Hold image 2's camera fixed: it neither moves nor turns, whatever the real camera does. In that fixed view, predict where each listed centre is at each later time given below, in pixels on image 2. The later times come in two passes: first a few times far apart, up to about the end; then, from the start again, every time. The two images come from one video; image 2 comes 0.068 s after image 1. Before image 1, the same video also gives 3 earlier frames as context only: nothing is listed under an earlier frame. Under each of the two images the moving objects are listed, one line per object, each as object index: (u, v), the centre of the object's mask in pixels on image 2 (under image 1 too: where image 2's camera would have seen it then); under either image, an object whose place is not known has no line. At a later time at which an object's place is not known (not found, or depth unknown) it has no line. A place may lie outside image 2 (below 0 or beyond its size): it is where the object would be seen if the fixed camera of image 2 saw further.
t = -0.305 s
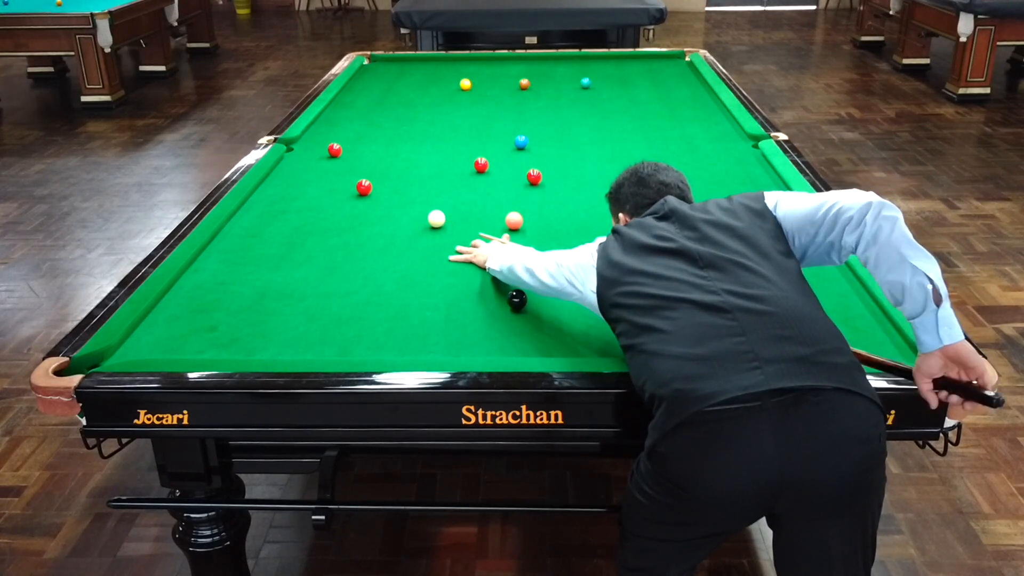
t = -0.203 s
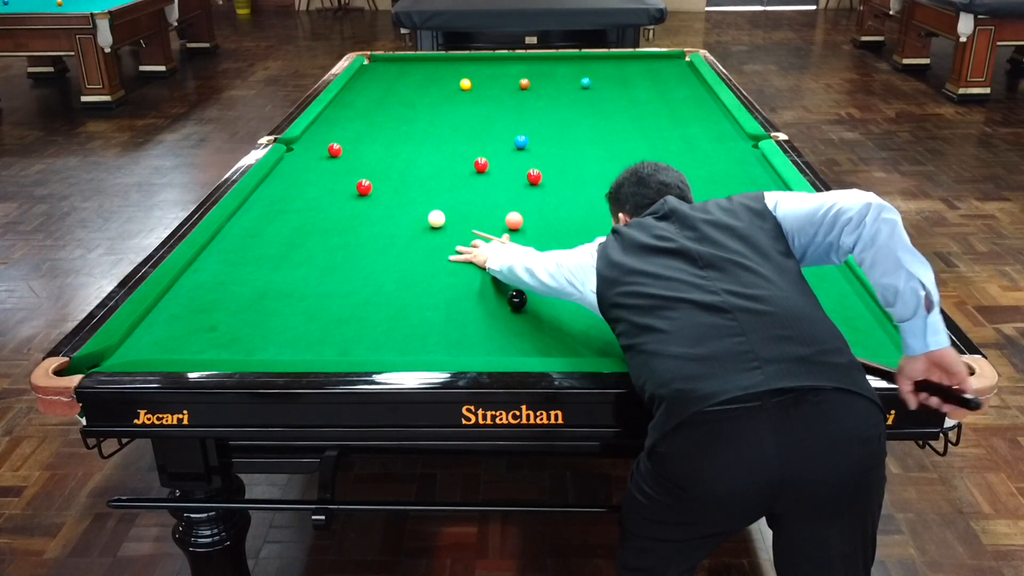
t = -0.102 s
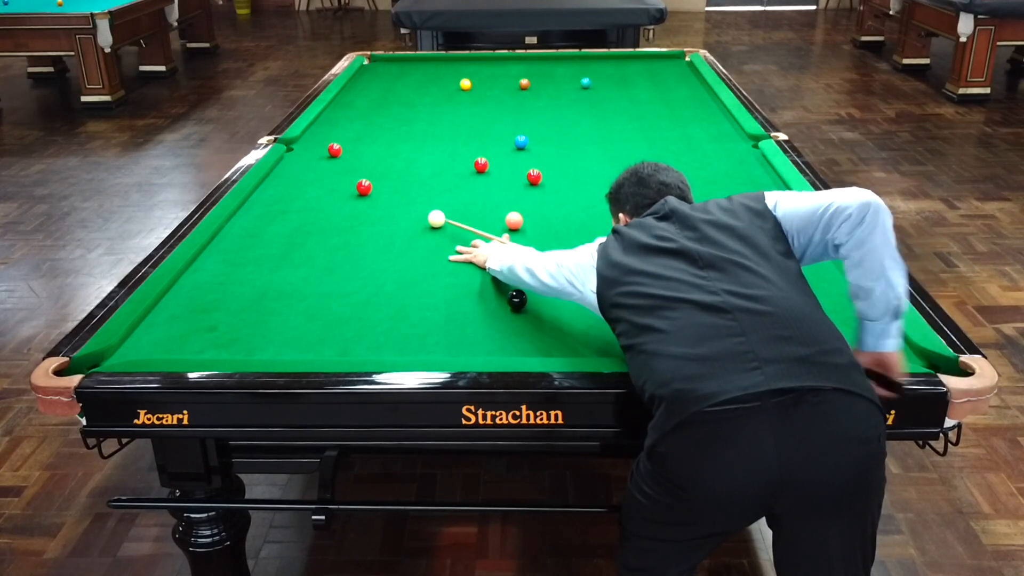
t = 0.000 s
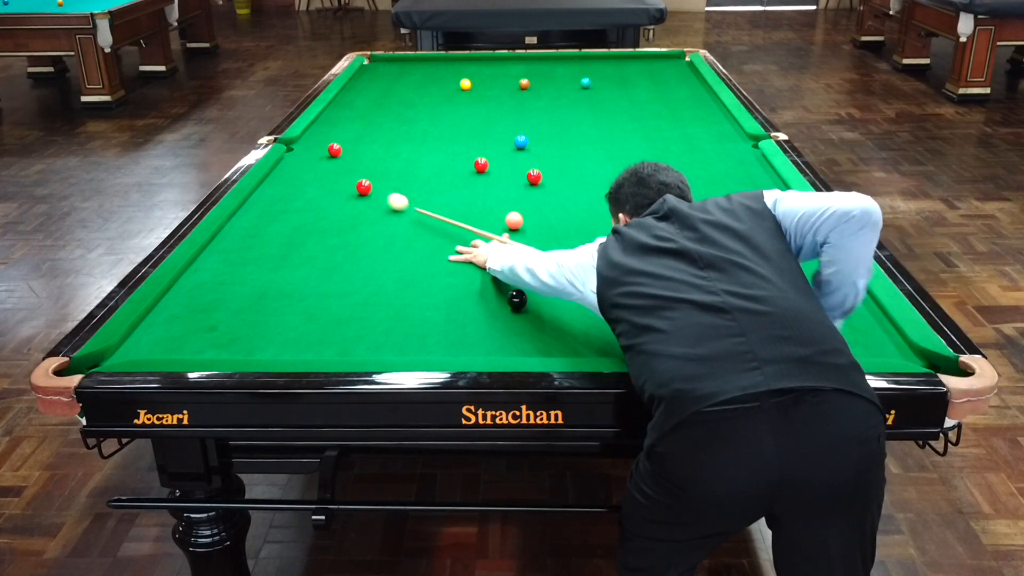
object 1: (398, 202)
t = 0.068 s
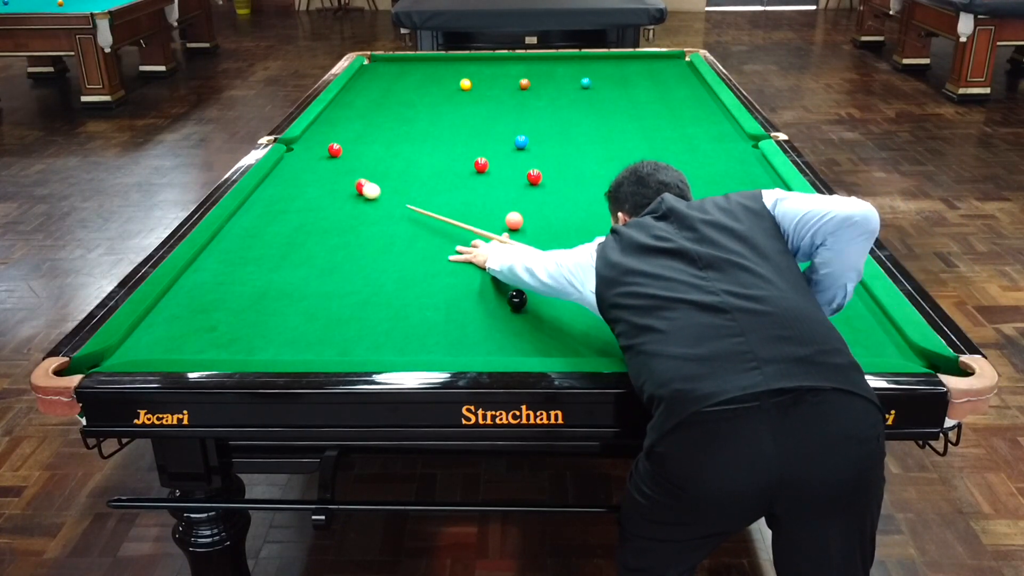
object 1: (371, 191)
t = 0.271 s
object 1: (349, 189)
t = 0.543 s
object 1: (311, 181)
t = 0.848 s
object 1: (274, 173)
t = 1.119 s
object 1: (300, 168)
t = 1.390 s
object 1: (322, 163)
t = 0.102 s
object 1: (368, 191)
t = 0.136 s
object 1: (365, 191)
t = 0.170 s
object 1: (361, 191)
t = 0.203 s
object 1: (357, 191)
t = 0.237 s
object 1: (354, 190)
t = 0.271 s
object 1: (349, 189)
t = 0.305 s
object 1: (345, 189)
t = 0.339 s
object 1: (340, 187)
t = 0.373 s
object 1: (335, 186)
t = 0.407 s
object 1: (330, 185)
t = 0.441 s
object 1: (325, 184)
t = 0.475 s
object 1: (320, 183)
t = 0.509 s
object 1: (316, 182)
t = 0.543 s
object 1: (311, 181)
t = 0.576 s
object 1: (307, 180)
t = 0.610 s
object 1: (302, 179)
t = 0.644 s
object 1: (298, 178)
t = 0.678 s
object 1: (294, 177)
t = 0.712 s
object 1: (289, 176)
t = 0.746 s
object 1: (285, 175)
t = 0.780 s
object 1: (281, 174)
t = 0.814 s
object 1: (277, 174)
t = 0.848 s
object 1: (274, 173)
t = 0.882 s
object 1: (278, 172)
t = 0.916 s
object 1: (282, 171)
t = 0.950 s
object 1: (285, 171)
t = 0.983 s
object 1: (288, 170)
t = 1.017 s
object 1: (291, 170)
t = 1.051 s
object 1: (294, 169)
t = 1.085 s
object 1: (297, 169)
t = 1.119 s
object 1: (300, 168)
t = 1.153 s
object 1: (303, 167)
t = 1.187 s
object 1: (306, 167)
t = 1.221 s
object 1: (309, 166)
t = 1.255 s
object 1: (312, 166)
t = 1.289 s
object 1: (314, 165)
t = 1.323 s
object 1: (317, 165)
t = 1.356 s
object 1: (320, 164)
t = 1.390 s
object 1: (322, 163)
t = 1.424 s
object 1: (325, 163)
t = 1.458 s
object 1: (327, 163)
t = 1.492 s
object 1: (330, 162)
